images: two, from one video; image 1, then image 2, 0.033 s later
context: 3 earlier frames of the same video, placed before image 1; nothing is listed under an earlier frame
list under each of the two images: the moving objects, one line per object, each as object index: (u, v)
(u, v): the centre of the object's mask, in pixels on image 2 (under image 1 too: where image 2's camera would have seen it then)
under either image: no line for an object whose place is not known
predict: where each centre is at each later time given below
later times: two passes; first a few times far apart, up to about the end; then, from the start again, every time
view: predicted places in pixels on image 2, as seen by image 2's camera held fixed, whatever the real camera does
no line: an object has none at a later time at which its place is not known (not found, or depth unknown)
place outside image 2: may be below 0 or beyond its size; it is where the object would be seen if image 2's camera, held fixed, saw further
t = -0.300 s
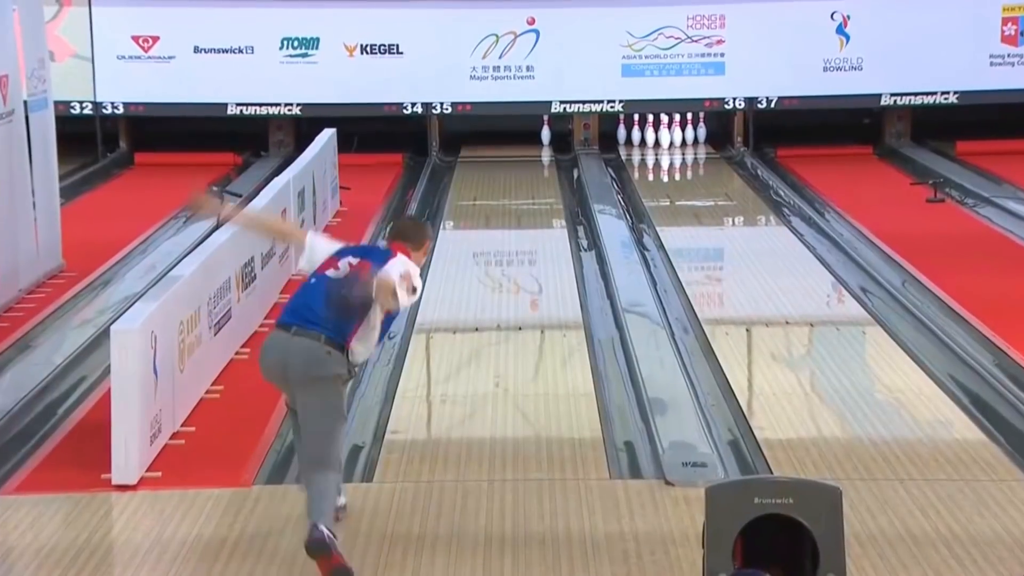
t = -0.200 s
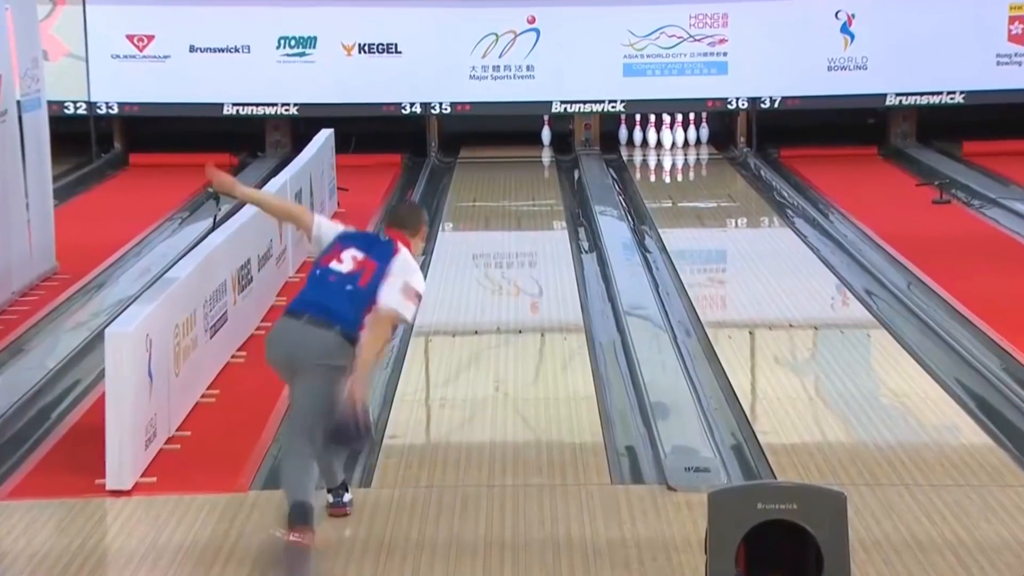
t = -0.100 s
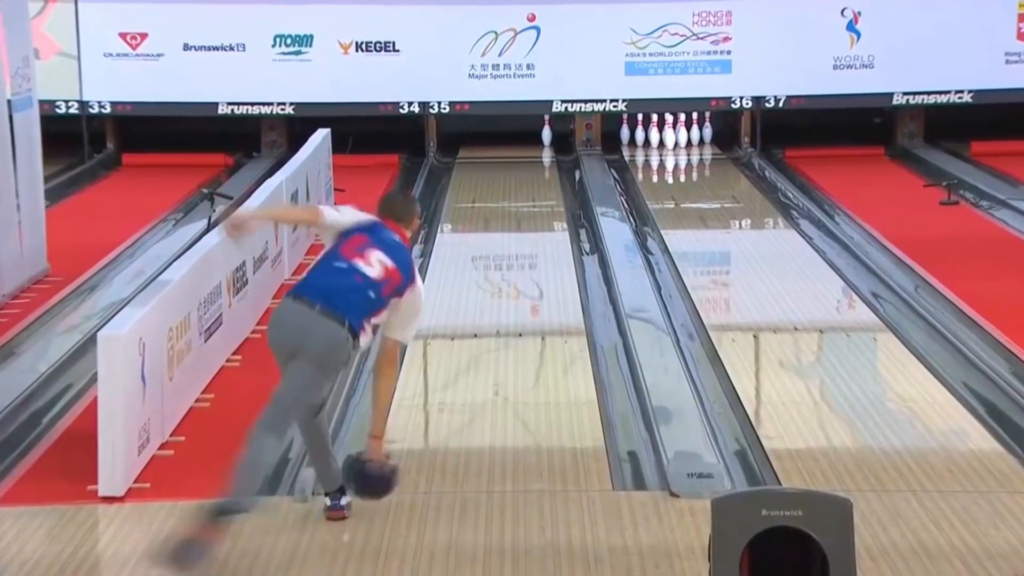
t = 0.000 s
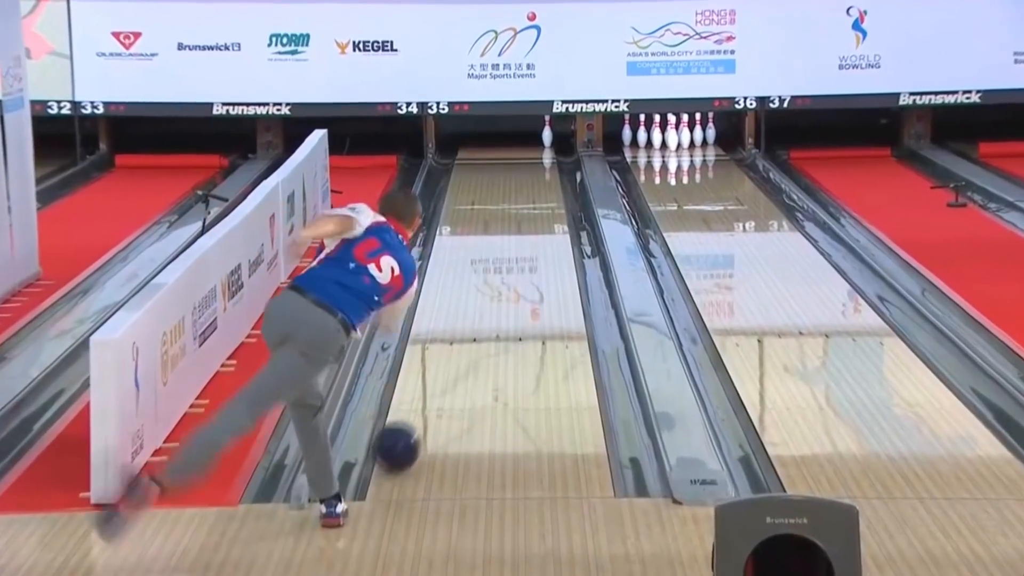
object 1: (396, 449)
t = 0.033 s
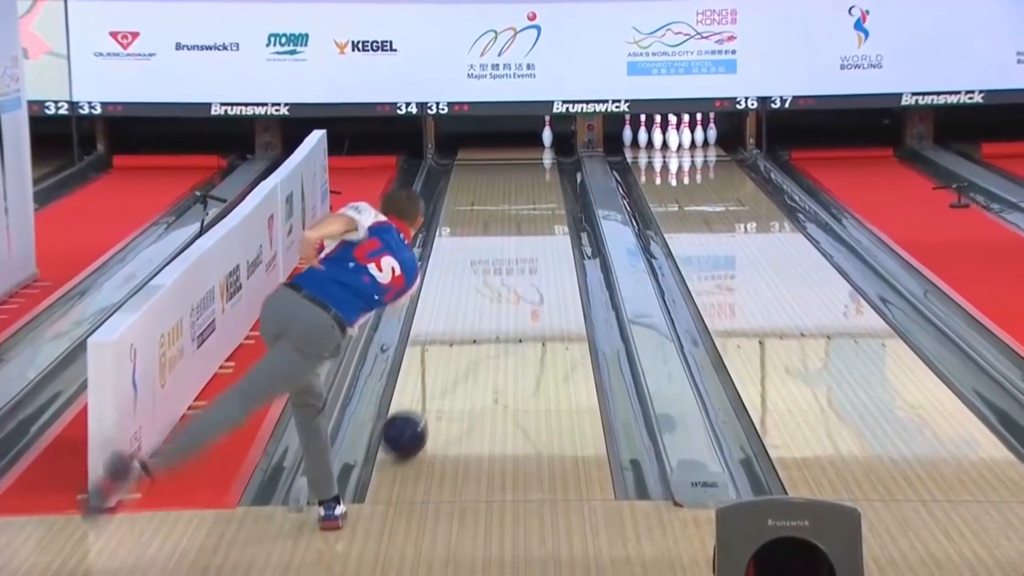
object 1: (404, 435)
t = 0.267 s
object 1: (447, 355)
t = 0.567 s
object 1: (483, 287)
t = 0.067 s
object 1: (411, 421)
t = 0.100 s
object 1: (418, 409)
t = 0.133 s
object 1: (424, 396)
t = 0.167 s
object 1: (430, 386)
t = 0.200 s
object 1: (436, 375)
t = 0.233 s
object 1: (442, 365)
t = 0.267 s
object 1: (447, 355)
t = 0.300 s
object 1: (452, 346)
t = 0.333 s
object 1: (456, 338)
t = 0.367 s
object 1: (461, 330)
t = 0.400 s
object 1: (465, 322)
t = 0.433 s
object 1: (469, 314)
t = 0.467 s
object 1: (473, 307)
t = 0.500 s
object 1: (476, 300)
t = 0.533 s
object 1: (480, 294)
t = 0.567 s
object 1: (483, 287)
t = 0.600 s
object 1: (487, 281)
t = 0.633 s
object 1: (490, 275)
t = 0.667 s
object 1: (493, 269)
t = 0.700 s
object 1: (496, 264)
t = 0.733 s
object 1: (499, 258)
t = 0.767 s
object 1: (501, 253)
